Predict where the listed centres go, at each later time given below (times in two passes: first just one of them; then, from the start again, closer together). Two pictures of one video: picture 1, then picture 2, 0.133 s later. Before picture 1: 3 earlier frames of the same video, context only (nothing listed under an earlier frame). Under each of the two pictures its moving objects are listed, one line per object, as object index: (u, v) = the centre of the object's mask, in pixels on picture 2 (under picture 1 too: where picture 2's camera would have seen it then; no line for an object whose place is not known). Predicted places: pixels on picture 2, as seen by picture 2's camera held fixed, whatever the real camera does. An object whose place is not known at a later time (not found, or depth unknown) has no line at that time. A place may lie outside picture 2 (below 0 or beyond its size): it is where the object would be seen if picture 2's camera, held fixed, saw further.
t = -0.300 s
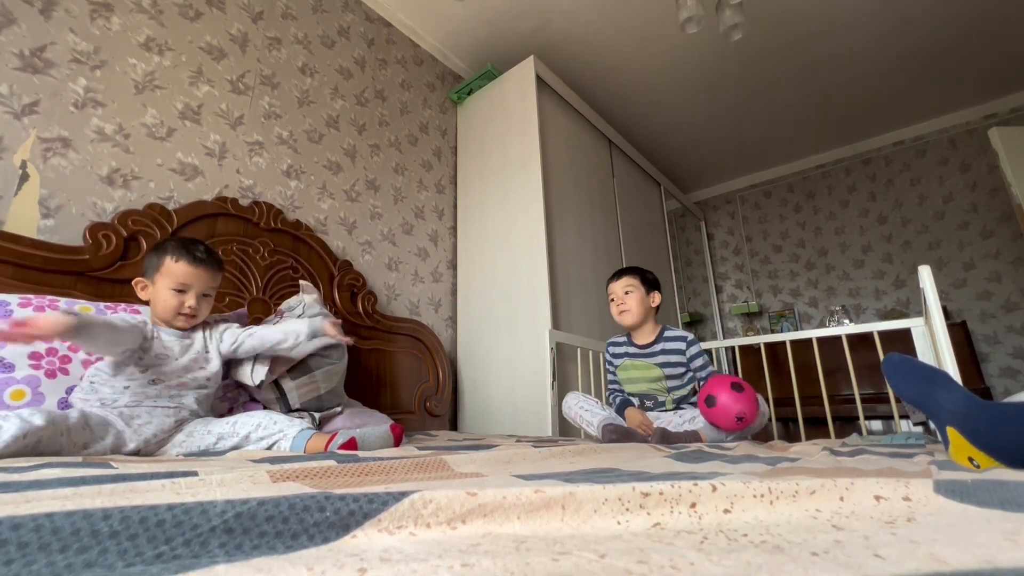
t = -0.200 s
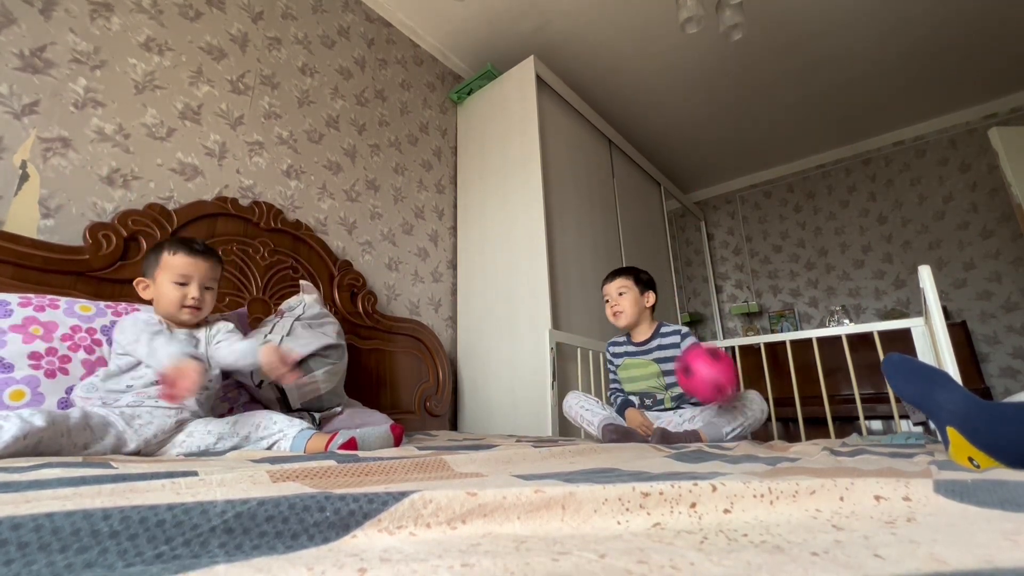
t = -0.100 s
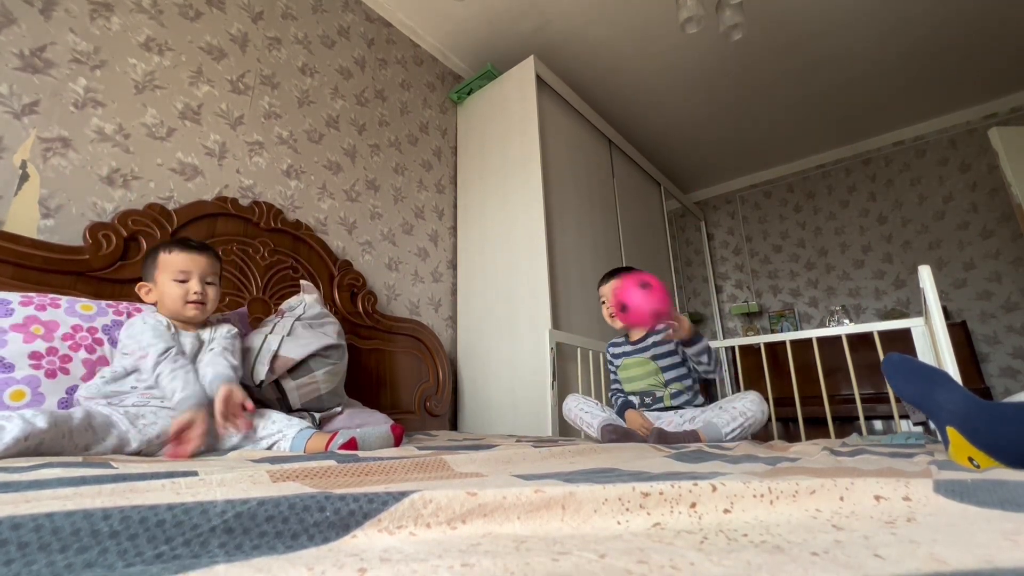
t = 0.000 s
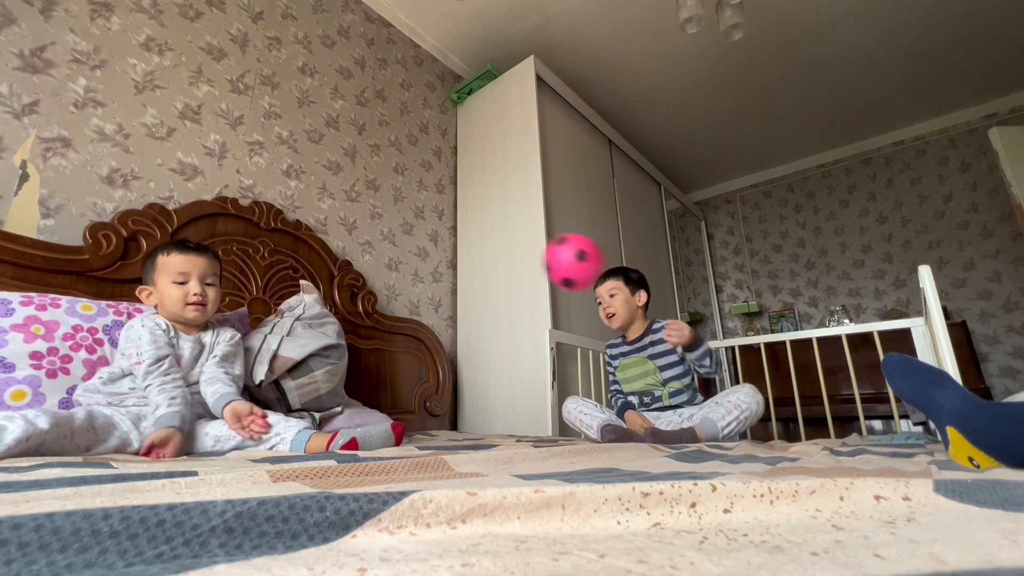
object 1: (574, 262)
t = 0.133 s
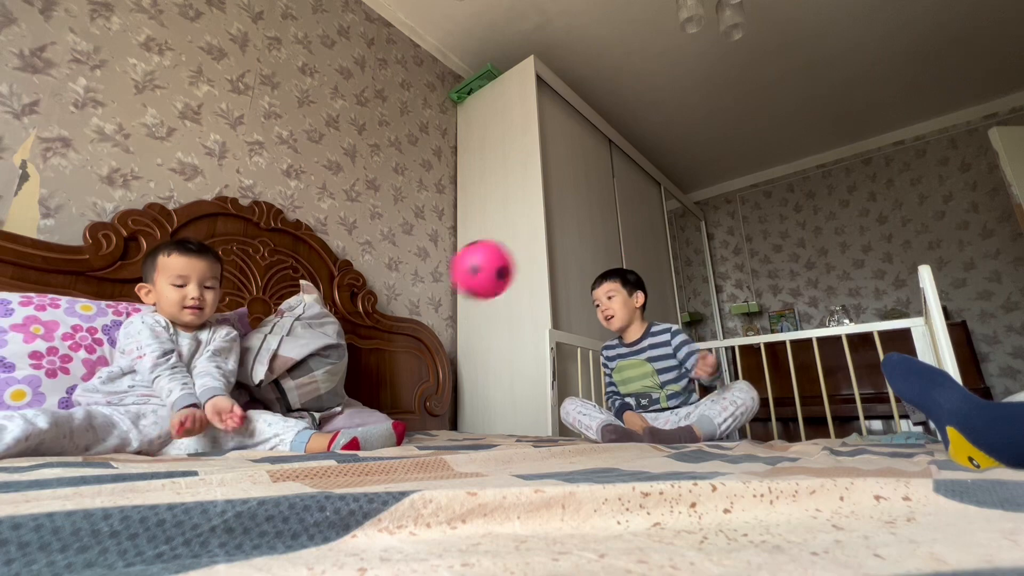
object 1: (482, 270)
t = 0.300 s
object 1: (350, 394)
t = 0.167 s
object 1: (457, 284)
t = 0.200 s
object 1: (432, 303)
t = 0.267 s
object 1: (378, 360)
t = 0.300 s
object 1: (350, 394)
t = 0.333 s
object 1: (321, 412)
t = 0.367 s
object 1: (291, 418)
